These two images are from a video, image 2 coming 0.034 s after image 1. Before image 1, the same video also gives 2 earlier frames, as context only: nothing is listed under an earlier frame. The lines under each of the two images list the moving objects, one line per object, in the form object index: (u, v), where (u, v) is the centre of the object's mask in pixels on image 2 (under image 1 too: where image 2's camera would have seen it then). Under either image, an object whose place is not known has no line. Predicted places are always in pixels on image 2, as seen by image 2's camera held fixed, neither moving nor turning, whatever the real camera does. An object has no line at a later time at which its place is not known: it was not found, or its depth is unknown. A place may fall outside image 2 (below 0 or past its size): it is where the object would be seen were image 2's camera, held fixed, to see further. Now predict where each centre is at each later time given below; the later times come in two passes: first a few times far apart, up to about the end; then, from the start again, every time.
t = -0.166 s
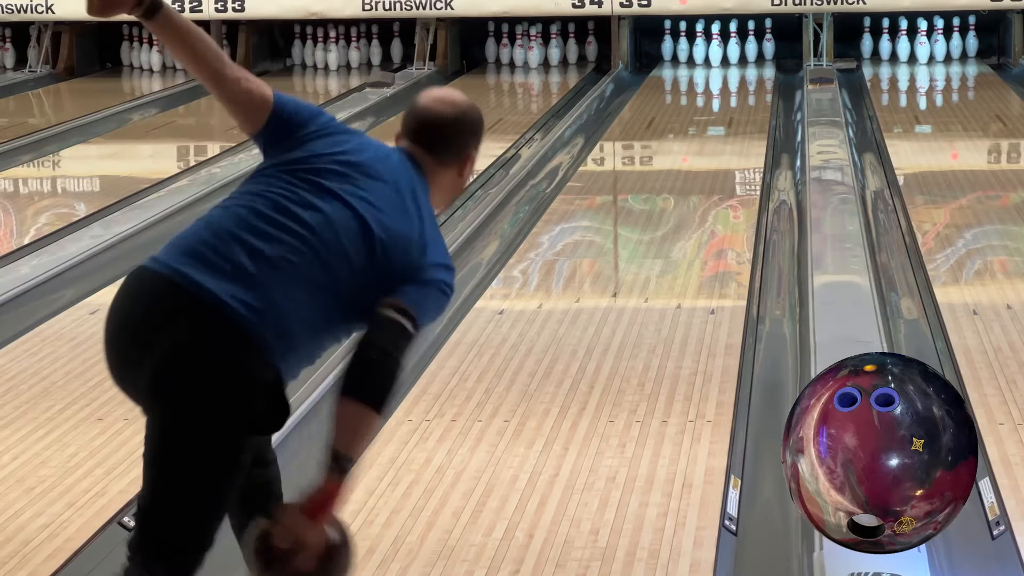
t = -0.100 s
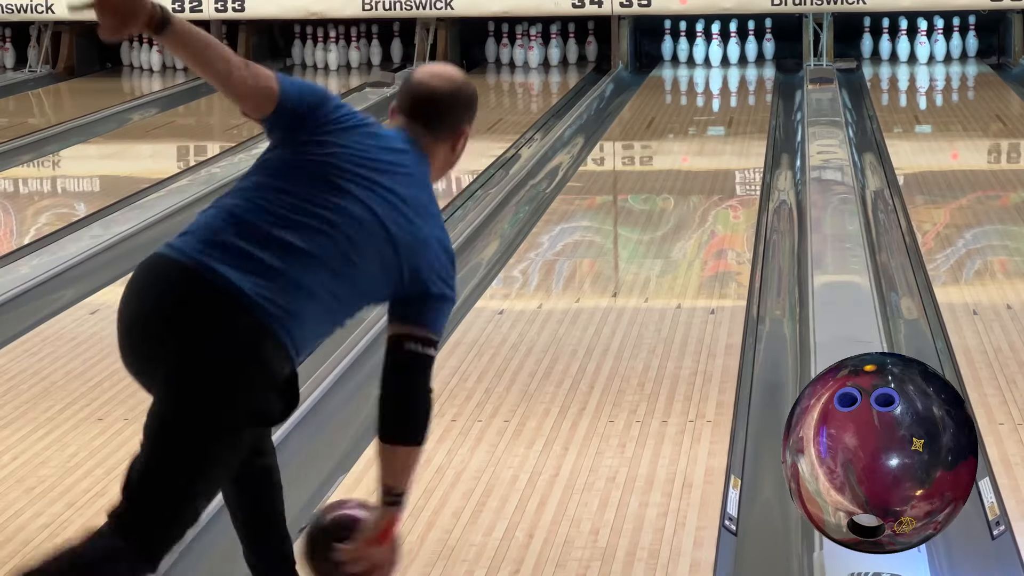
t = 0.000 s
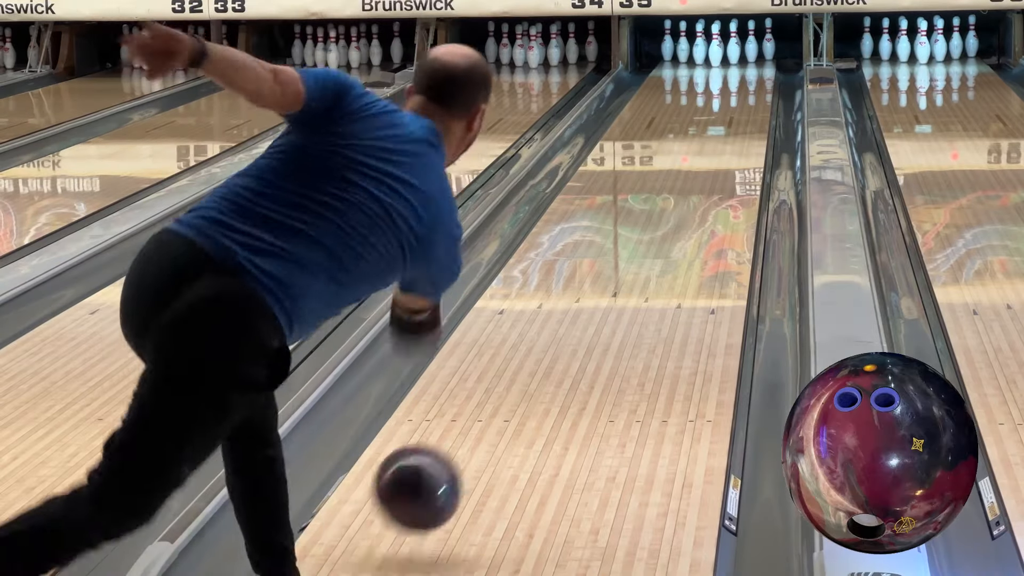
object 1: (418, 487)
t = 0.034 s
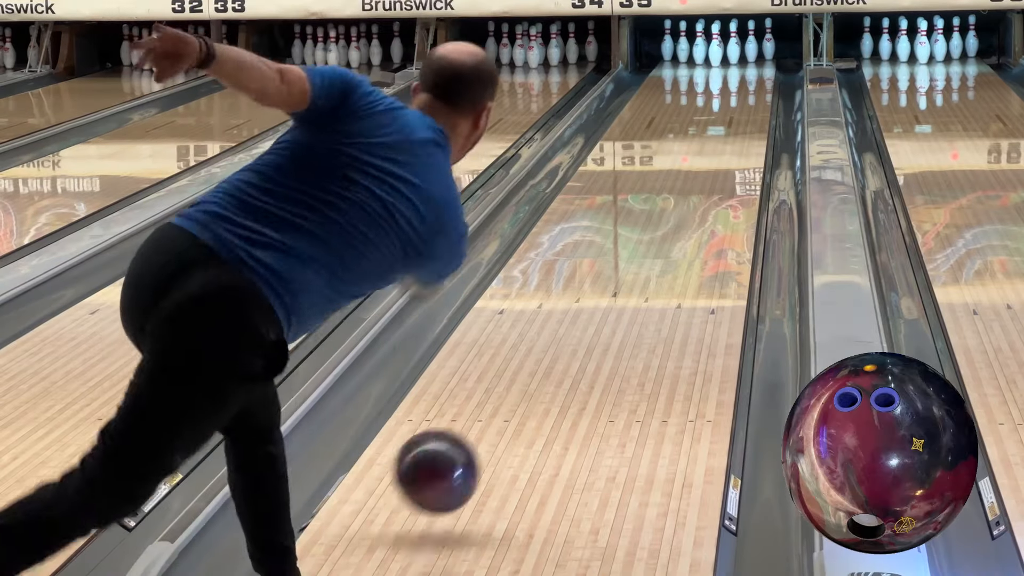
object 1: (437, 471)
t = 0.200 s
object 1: (517, 407)
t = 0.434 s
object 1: (593, 315)
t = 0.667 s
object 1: (645, 252)
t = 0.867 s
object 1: (678, 211)
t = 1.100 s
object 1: (707, 172)
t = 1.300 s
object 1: (726, 146)
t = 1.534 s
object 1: (742, 121)
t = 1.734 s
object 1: (751, 104)
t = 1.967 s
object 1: (754, 86)
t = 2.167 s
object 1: (750, 75)
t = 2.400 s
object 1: (736, 63)
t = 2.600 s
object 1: (727, 54)
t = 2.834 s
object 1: (726, 49)
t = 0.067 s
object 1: (456, 459)
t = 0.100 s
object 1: (472, 452)
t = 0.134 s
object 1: (488, 440)
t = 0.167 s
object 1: (503, 423)
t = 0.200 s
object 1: (517, 407)
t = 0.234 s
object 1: (530, 391)
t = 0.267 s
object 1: (541, 377)
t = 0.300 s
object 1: (553, 363)
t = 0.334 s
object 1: (563, 351)
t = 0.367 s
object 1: (574, 338)
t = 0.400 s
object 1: (584, 326)
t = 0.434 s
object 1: (593, 315)
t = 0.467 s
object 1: (601, 304)
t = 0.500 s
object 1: (610, 294)
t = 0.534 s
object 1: (618, 285)
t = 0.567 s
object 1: (625, 276)
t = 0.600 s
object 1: (632, 268)
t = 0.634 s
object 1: (639, 260)
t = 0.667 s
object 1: (645, 252)
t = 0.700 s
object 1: (652, 244)
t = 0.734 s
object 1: (657, 237)
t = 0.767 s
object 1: (663, 230)
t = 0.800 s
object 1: (668, 223)
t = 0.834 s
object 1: (673, 217)
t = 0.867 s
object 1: (678, 211)
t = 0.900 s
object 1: (683, 205)
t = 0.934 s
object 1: (687, 198)
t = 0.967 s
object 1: (691, 193)
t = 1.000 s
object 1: (696, 187)
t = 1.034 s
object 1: (700, 182)
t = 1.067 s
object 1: (703, 177)
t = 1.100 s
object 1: (707, 172)
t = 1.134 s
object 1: (710, 167)
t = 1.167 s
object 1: (714, 163)
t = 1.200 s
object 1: (717, 159)
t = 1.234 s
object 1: (720, 155)
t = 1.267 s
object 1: (723, 150)
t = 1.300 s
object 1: (726, 146)
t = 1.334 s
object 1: (728, 142)
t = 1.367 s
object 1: (731, 139)
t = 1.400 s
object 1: (734, 135)
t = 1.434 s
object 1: (736, 132)
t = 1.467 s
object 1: (738, 128)
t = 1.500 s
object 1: (740, 124)
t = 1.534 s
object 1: (742, 121)
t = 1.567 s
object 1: (744, 118)
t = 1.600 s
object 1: (745, 115)
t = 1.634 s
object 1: (747, 112)
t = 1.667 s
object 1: (748, 109)
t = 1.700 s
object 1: (749, 106)
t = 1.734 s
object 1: (751, 104)
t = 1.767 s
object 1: (751, 101)
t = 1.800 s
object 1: (752, 98)
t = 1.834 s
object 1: (753, 96)
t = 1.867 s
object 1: (753, 93)
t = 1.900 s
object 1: (754, 91)
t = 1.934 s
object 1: (754, 88)
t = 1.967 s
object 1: (754, 86)
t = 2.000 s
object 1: (754, 84)
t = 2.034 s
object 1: (753, 82)
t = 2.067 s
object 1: (753, 80)
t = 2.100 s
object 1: (752, 78)
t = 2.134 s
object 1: (751, 76)
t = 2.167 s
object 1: (750, 75)
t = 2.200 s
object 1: (748, 73)
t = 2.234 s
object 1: (747, 71)
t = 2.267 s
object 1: (745, 69)
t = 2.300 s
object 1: (743, 67)
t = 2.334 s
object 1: (741, 65)
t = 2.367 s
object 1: (739, 64)
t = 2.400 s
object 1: (736, 63)
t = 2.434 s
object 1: (734, 61)
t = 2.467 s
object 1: (732, 60)
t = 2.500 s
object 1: (730, 58)
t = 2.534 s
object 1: (728, 56)
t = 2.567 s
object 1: (726, 55)
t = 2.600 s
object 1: (727, 54)
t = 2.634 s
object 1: (726, 53)
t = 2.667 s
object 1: (725, 52)
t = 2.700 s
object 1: (725, 52)
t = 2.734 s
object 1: (725, 51)
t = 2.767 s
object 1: (725, 51)
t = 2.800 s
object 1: (725, 50)
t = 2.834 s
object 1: (726, 49)
